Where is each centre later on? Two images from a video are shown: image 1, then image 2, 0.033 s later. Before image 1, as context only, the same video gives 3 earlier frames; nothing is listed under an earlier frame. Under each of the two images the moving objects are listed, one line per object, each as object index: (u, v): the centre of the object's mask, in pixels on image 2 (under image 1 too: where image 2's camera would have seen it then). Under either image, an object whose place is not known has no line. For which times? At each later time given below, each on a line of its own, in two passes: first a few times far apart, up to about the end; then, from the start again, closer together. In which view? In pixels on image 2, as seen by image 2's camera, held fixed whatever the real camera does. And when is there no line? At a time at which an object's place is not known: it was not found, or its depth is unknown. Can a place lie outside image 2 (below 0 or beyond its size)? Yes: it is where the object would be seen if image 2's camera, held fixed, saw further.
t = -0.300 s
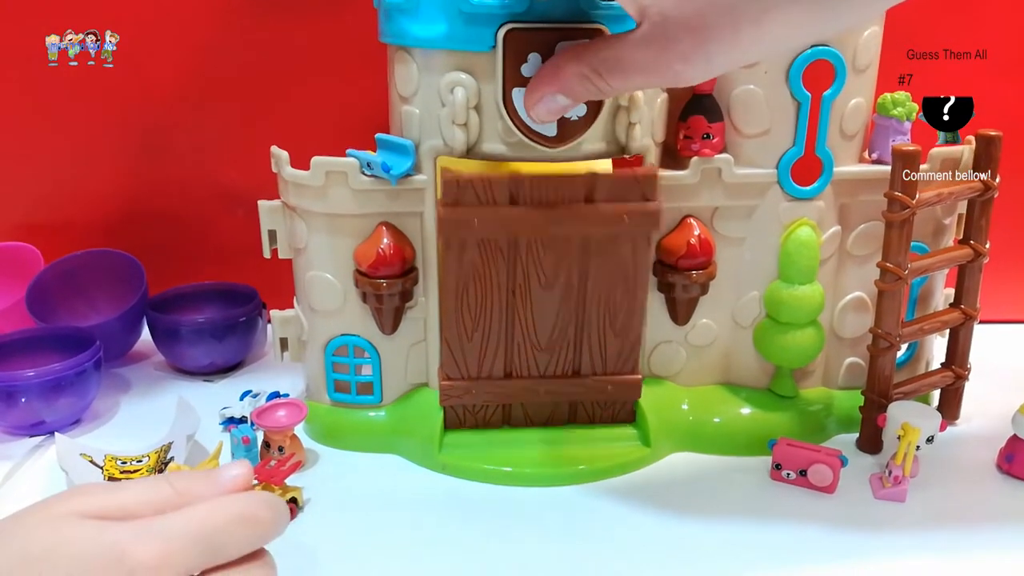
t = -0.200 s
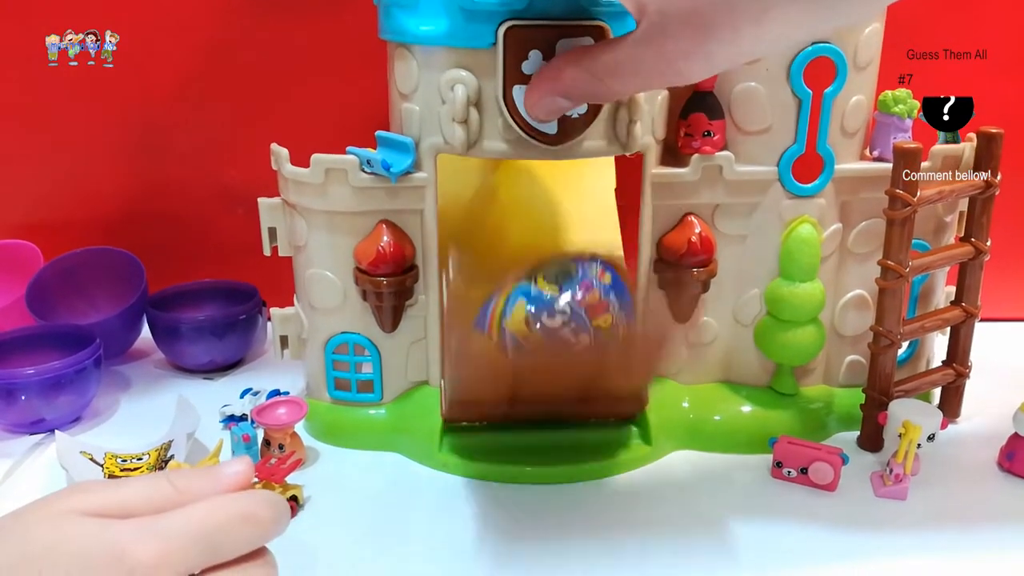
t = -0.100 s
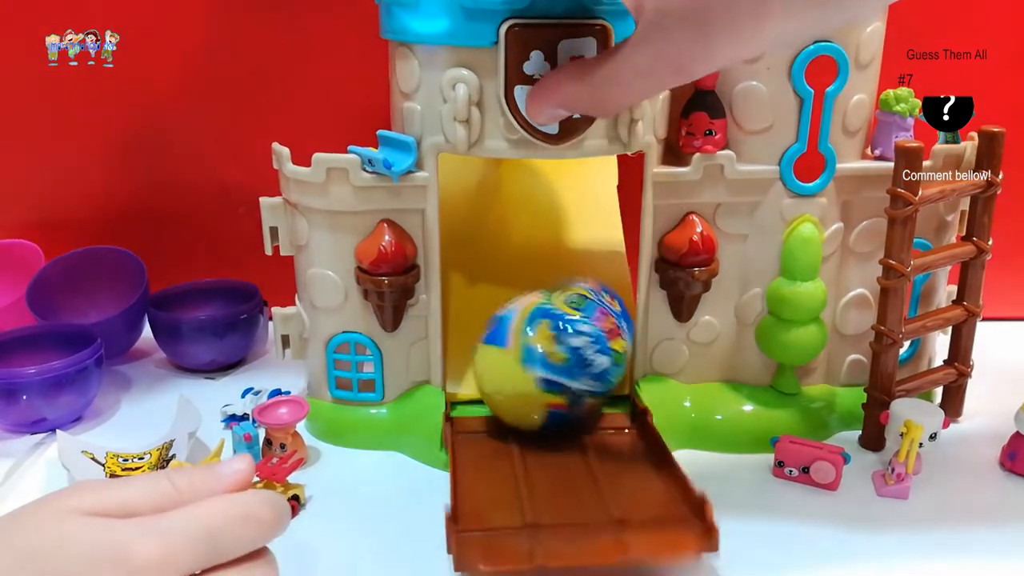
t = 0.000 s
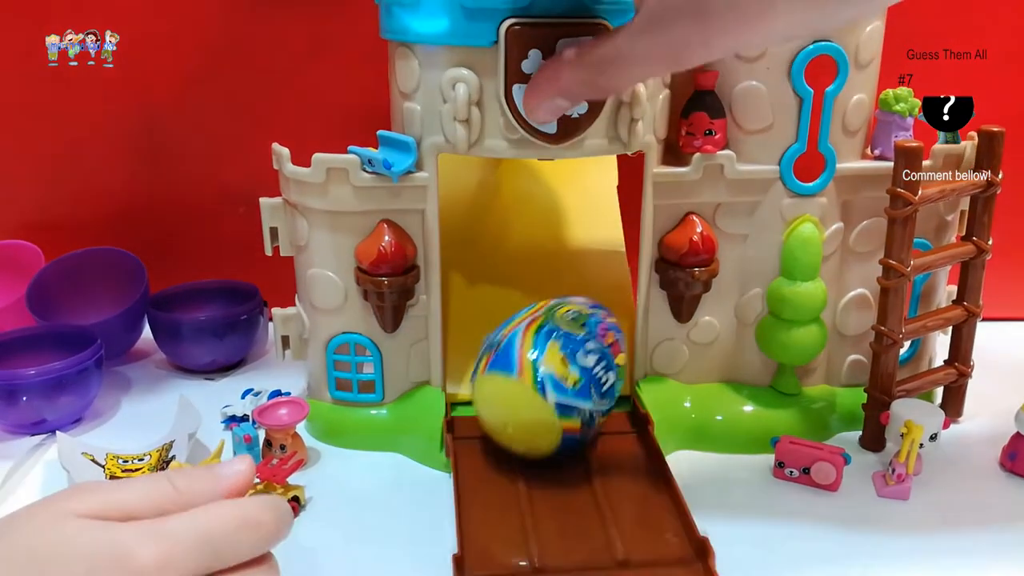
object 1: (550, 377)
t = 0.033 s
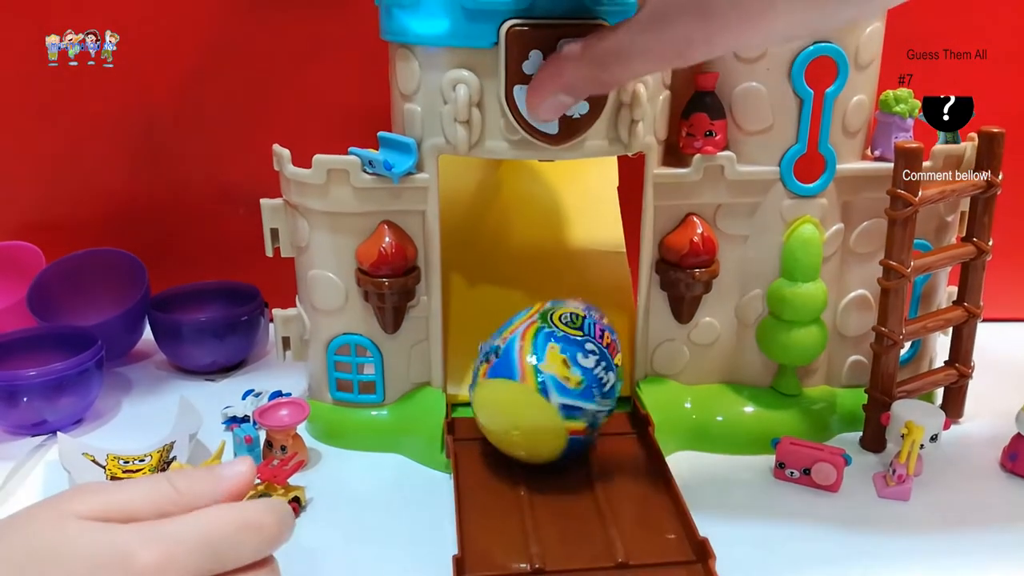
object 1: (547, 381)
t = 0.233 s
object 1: (556, 388)
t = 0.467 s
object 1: (545, 389)
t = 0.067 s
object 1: (547, 384)
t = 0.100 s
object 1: (549, 385)
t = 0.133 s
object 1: (552, 387)
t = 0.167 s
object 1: (554, 388)
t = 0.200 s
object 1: (556, 388)
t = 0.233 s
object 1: (556, 388)
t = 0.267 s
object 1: (556, 387)
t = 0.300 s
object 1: (555, 387)
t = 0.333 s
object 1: (553, 388)
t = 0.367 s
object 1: (550, 388)
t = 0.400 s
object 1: (546, 388)
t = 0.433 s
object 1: (545, 388)
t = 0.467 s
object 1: (545, 389)
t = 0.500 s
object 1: (544, 390)
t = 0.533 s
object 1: (543, 389)
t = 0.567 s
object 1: (544, 389)
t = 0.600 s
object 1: (545, 388)
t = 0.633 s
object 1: (546, 388)
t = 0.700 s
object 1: (548, 387)
